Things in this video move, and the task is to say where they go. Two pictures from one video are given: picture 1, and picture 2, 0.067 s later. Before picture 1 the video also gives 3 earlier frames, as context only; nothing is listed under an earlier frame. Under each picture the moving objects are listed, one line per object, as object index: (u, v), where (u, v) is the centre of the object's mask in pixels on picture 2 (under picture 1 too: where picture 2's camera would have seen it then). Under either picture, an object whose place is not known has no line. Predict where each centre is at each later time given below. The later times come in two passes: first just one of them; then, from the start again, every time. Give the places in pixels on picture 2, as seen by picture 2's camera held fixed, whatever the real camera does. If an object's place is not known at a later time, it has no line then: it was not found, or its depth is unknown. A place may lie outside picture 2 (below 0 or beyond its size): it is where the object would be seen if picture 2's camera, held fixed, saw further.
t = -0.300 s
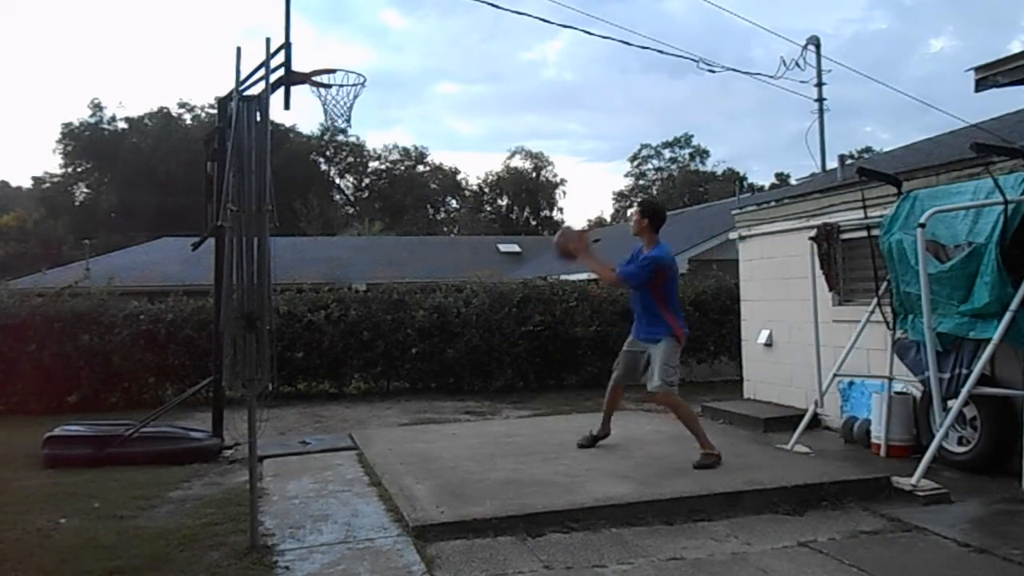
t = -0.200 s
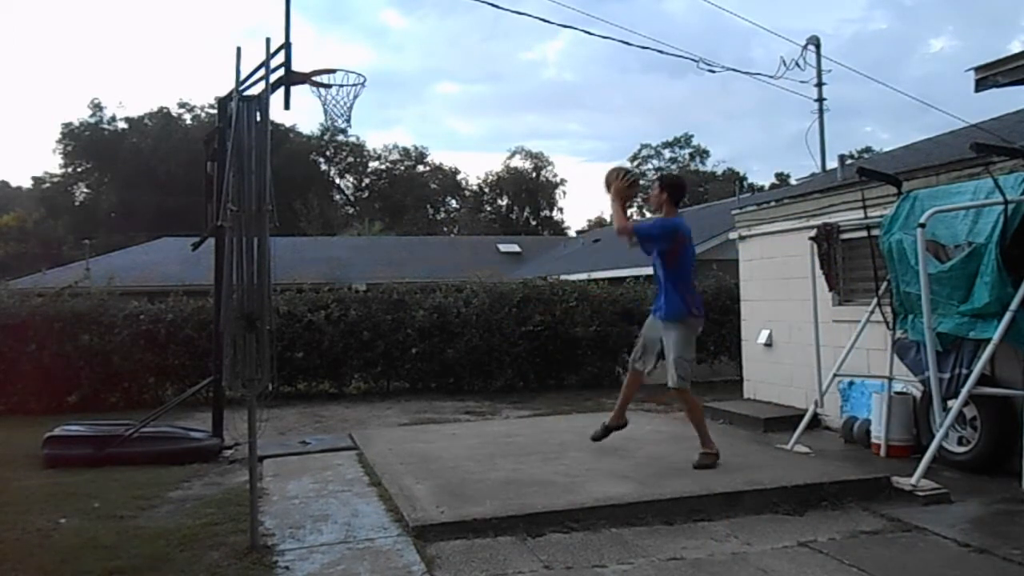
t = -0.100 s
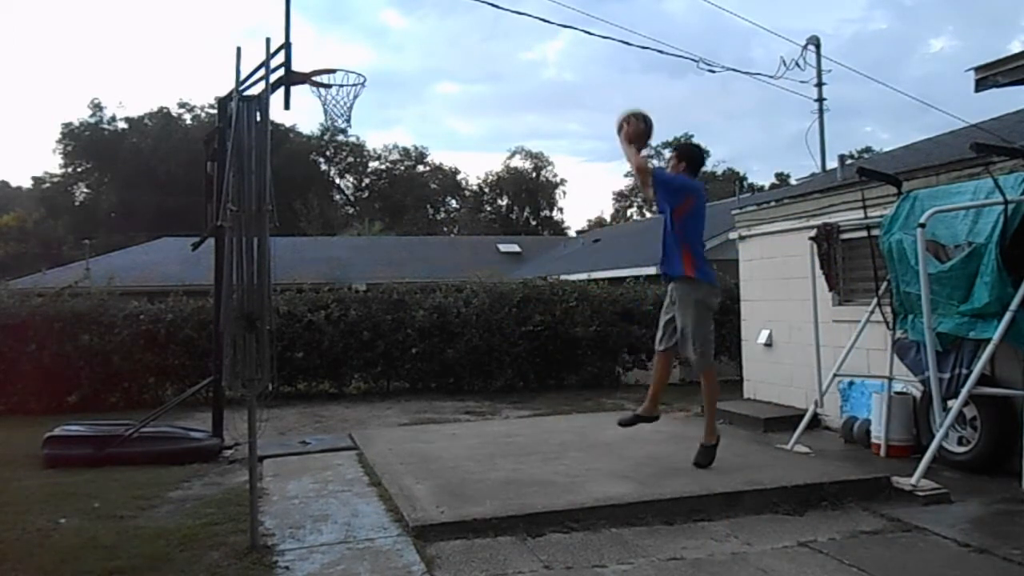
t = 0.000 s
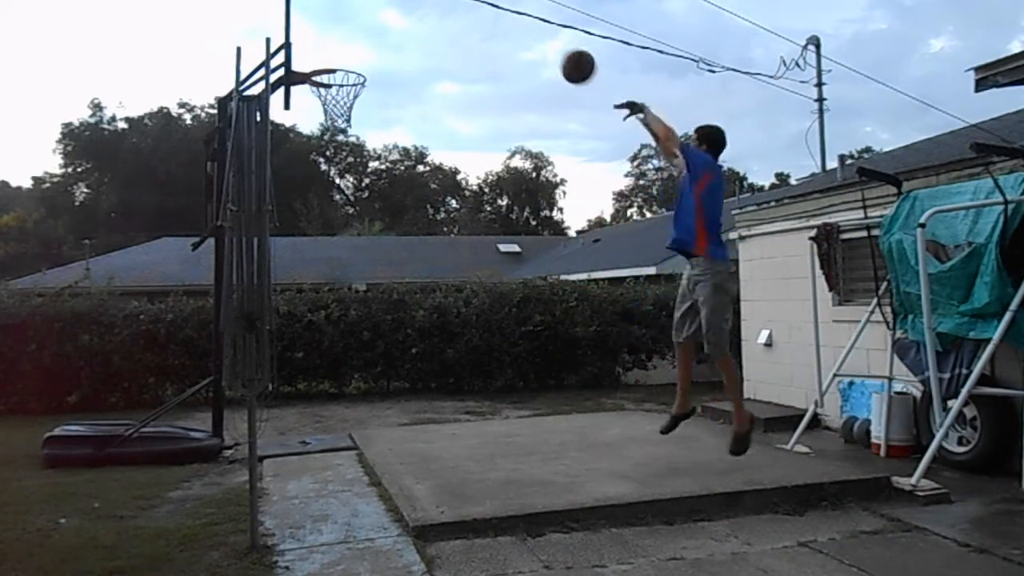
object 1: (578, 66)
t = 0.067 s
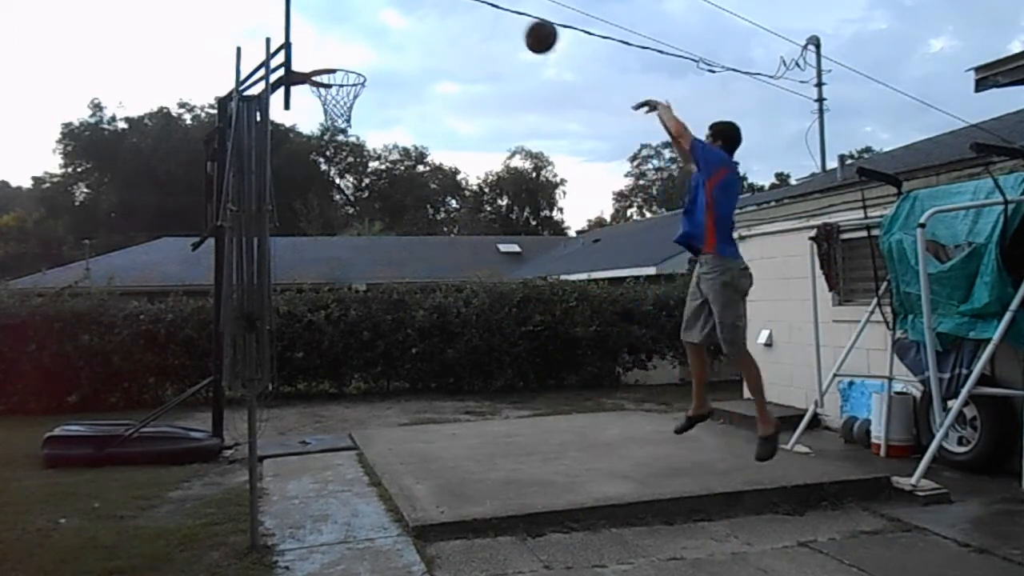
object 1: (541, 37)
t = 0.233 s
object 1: (457, 4)
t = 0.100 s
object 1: (523, 25)
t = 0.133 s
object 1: (506, 15)
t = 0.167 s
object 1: (489, 10)
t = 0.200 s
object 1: (472, 7)
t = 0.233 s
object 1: (457, 4)
